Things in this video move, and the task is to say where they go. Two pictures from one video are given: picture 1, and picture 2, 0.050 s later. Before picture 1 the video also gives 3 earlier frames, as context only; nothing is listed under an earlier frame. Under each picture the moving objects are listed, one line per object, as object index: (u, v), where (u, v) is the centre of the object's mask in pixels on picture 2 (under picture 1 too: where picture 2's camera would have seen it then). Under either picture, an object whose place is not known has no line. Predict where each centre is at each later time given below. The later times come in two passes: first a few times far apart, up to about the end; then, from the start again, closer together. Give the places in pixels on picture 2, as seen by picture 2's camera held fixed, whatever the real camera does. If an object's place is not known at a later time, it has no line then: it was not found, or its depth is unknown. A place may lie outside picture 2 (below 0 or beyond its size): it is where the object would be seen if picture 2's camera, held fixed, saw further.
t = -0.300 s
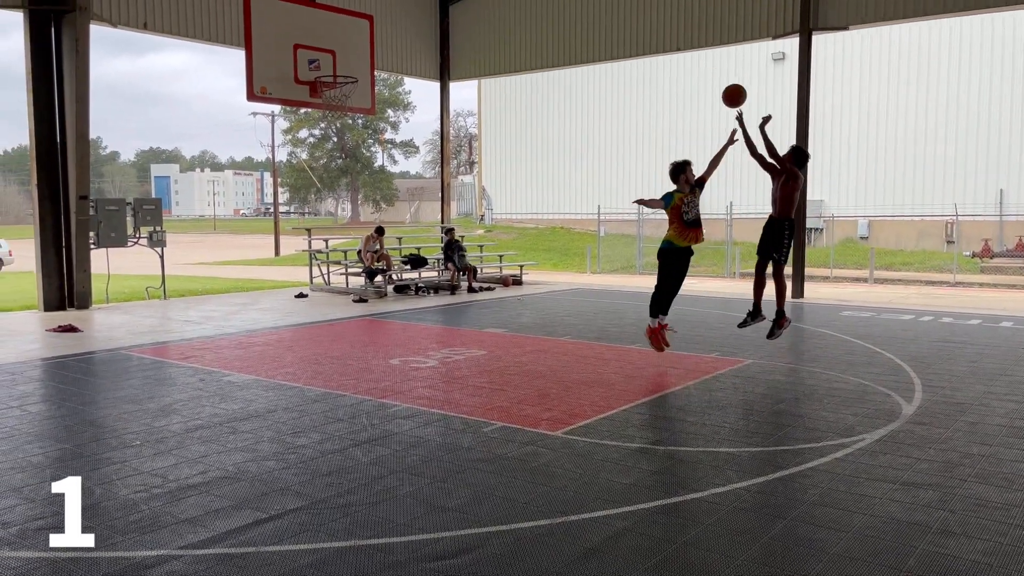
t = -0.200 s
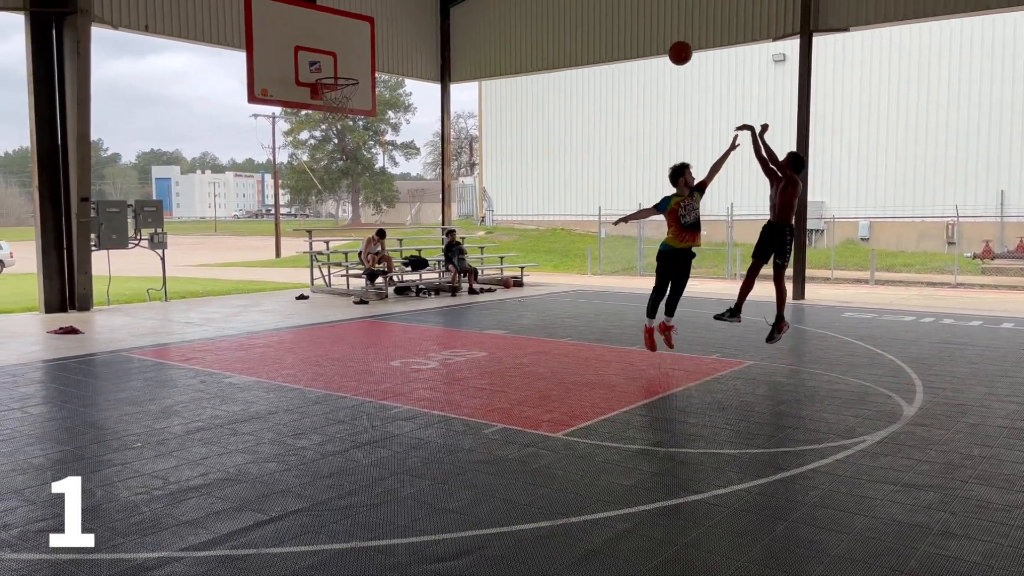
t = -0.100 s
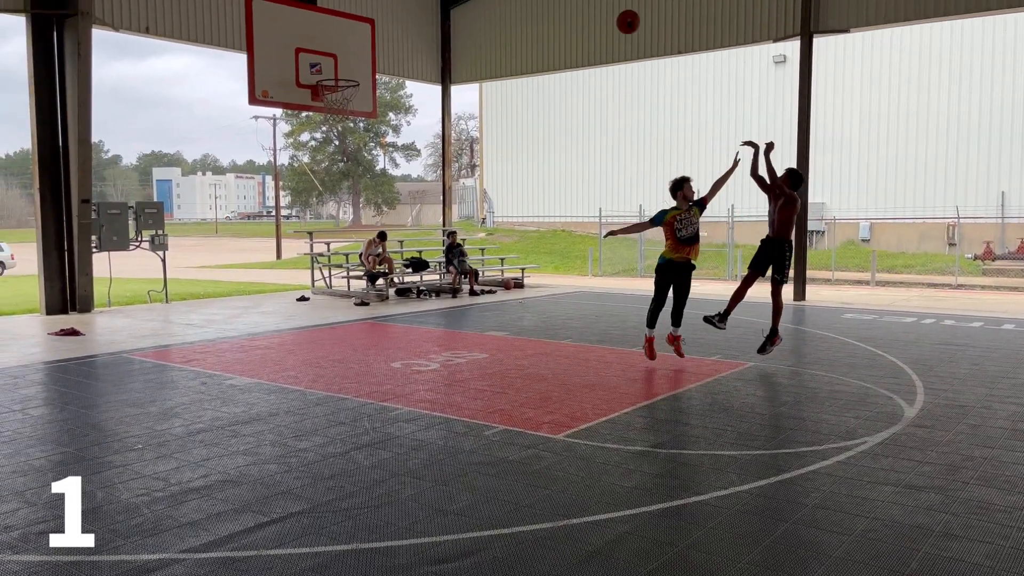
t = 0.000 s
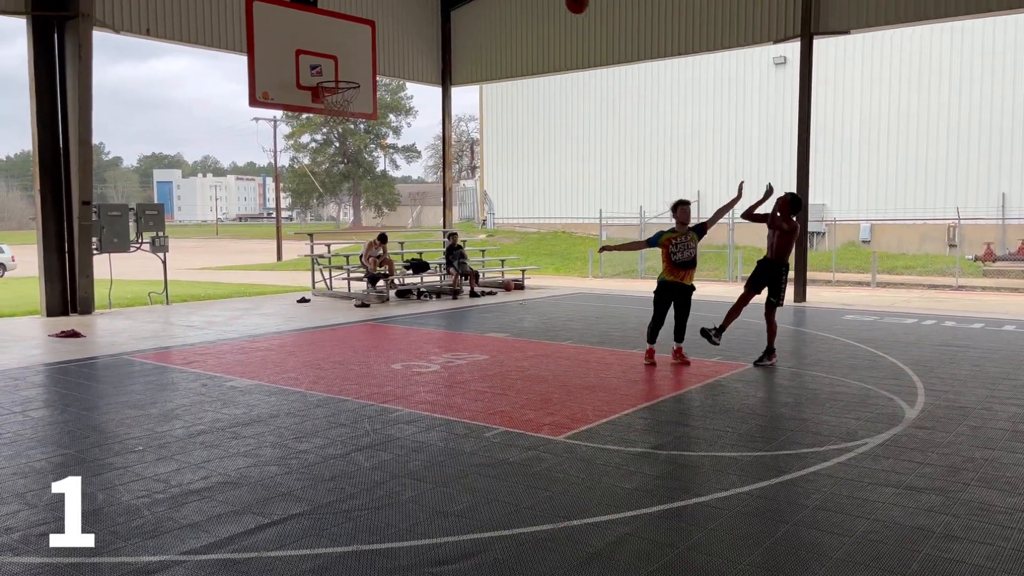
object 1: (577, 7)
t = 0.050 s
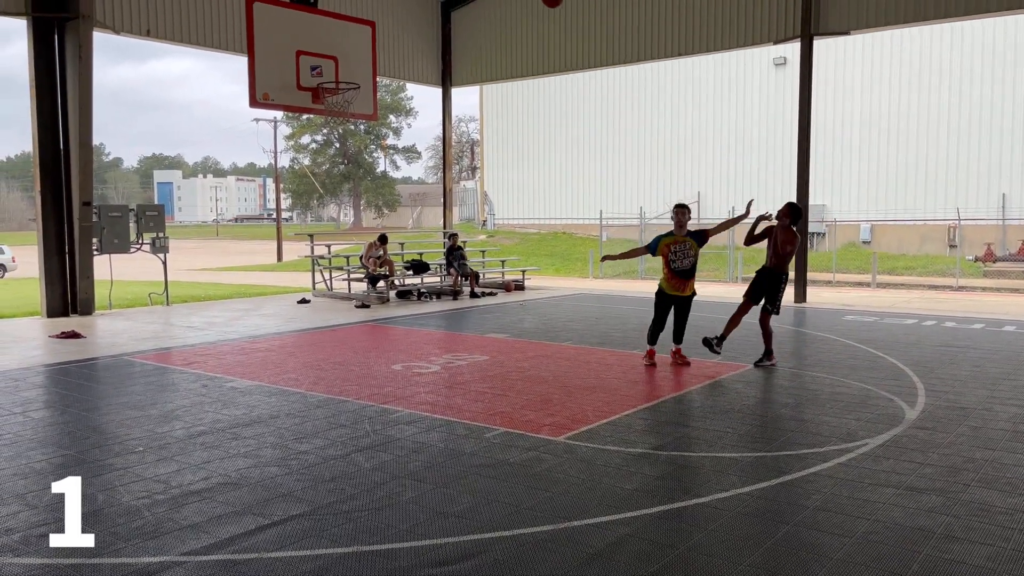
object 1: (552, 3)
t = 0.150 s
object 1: (504, 0)
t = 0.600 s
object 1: (310, 74)
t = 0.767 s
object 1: (323, 119)
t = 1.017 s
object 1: (363, 240)
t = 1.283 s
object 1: (409, 317)
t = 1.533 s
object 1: (454, 201)
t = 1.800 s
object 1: (513, 140)
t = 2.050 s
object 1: (582, 164)
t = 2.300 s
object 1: (664, 294)
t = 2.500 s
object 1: (742, 467)
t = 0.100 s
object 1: (528, 1)
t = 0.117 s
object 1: (520, 1)
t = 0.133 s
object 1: (512, 0)
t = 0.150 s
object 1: (504, 0)
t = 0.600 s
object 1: (310, 74)
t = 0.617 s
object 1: (304, 81)
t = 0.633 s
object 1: (303, 84)
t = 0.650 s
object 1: (305, 87)
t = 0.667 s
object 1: (308, 91)
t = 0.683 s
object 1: (310, 95)
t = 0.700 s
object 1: (313, 99)
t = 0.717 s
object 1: (315, 102)
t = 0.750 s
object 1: (319, 113)
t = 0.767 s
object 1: (323, 119)
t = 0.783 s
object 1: (325, 124)
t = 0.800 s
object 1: (328, 131)
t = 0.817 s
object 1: (330, 137)
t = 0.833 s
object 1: (333, 144)
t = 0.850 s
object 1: (335, 151)
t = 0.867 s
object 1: (338, 158)
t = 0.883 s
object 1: (341, 166)
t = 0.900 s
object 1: (344, 174)
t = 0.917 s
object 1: (346, 182)
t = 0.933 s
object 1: (349, 191)
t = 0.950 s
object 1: (352, 200)
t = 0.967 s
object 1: (355, 210)
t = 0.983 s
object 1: (358, 219)
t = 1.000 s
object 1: (360, 230)
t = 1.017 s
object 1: (363, 240)
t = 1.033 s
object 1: (366, 251)
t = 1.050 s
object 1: (369, 262)
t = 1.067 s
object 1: (372, 274)
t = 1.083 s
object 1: (375, 286)
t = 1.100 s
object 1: (378, 298)
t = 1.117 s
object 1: (381, 311)
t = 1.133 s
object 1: (384, 324)
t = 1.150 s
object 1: (387, 337)
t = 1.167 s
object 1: (390, 351)
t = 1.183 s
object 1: (393, 366)
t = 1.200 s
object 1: (396, 366)
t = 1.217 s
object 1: (398, 356)
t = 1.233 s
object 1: (401, 346)
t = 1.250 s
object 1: (403, 336)
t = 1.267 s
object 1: (406, 326)
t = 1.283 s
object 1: (409, 317)
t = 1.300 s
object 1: (412, 308)
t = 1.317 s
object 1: (414, 299)
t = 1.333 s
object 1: (418, 290)
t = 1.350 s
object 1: (420, 282)
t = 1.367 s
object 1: (423, 274)
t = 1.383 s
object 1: (426, 265)
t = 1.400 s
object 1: (429, 257)
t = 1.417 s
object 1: (431, 249)
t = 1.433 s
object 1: (435, 241)
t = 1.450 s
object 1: (438, 234)
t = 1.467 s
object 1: (441, 227)
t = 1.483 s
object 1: (444, 220)
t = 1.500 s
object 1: (447, 213)
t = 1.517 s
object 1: (451, 207)
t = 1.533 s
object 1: (454, 201)
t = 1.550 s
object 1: (458, 195)
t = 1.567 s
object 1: (461, 189)
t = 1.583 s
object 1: (464, 184)
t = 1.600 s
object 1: (468, 179)
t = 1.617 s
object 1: (471, 174)
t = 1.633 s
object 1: (475, 169)
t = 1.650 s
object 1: (478, 165)
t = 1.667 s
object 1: (482, 161)
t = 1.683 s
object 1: (486, 157)
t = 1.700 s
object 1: (490, 154)
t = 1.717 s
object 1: (493, 151)
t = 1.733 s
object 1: (497, 148)
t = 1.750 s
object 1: (501, 145)
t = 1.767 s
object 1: (505, 143)
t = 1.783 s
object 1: (509, 141)
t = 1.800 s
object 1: (513, 140)
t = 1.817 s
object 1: (517, 139)
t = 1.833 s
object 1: (522, 138)
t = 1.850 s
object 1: (526, 138)
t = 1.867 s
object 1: (530, 138)
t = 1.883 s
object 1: (535, 138)
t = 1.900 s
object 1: (539, 139)
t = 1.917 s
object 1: (544, 140)
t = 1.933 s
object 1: (548, 141)
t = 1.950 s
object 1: (553, 143)
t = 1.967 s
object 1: (557, 146)
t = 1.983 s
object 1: (562, 149)
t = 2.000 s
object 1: (567, 152)
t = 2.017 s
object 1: (572, 156)
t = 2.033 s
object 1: (577, 160)
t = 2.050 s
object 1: (582, 164)
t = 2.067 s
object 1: (587, 169)
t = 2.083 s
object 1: (592, 175)
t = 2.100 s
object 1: (597, 181)
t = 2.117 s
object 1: (602, 187)
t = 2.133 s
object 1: (608, 194)
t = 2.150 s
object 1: (613, 202)
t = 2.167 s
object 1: (618, 210)
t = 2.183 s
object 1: (624, 219)
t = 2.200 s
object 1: (629, 228)
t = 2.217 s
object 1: (635, 237)
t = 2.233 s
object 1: (641, 248)
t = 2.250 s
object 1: (647, 259)
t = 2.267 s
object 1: (652, 270)
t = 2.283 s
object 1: (658, 282)
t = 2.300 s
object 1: (664, 294)
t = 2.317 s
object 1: (670, 307)
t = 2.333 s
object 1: (676, 321)
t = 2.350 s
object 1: (683, 336)
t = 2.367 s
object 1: (689, 351)
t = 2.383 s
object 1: (696, 366)
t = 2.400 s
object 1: (702, 383)
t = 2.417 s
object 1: (709, 400)
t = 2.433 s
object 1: (715, 418)
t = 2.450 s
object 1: (722, 437)
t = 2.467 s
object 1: (729, 456)
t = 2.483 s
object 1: (736, 477)
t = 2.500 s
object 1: (742, 467)
